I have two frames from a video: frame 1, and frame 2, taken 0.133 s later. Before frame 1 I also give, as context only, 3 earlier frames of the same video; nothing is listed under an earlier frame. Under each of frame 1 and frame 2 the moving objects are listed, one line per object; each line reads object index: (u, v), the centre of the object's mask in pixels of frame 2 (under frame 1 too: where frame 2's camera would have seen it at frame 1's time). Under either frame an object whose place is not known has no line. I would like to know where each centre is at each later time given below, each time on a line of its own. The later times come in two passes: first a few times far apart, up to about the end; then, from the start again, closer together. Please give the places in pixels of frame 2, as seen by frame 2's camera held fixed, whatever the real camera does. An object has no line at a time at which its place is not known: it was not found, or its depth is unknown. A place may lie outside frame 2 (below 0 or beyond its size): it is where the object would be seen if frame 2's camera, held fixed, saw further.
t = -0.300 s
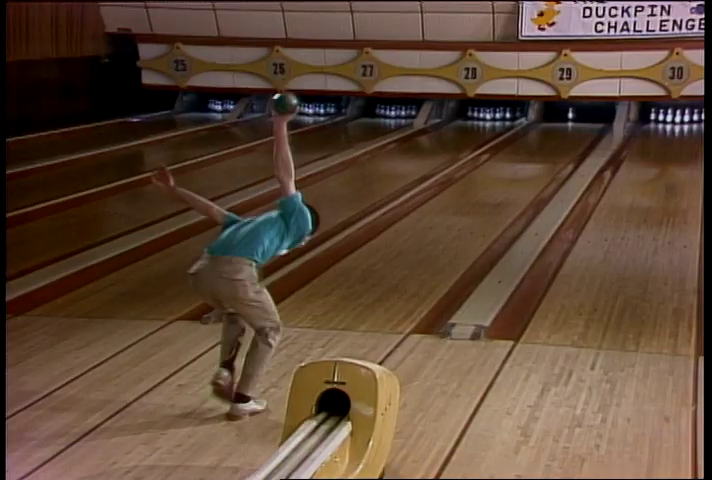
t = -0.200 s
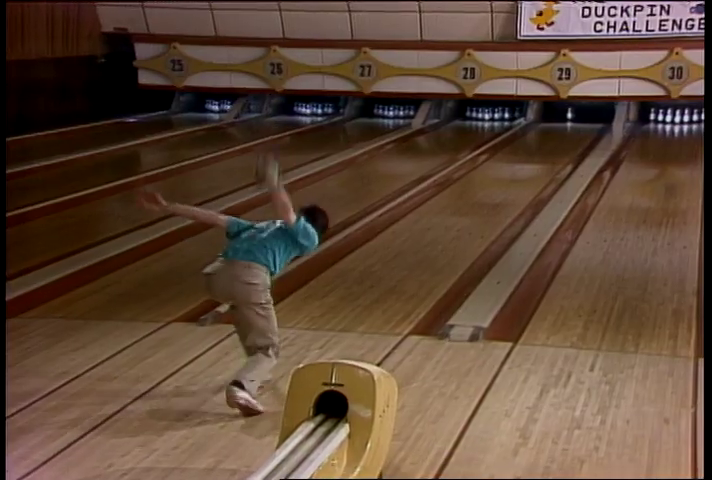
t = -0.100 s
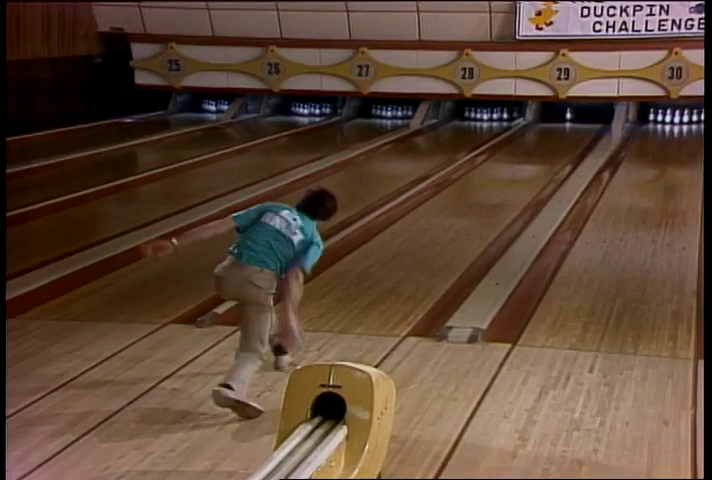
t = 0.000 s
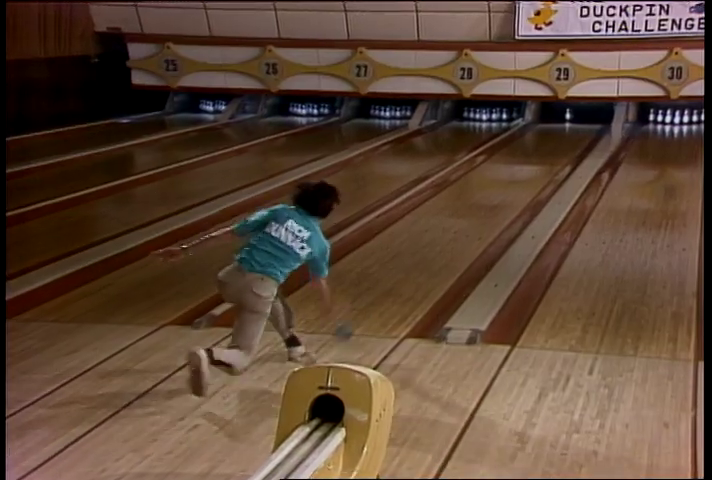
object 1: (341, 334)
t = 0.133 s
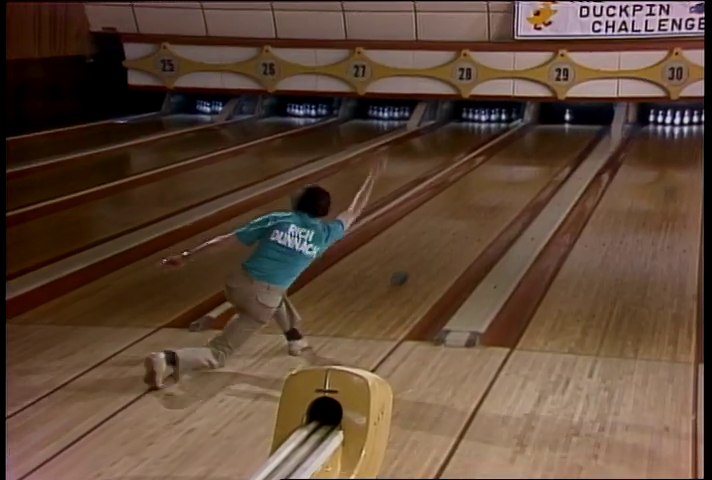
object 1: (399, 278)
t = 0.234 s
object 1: (431, 246)
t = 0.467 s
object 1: (482, 197)
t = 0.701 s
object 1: (516, 164)
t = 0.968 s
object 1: (546, 138)
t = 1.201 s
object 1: (565, 121)
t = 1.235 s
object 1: (567, 120)
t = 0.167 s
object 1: (410, 267)
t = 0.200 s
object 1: (421, 255)
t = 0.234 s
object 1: (431, 246)
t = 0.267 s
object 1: (440, 237)
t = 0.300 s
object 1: (448, 229)
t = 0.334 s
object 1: (456, 222)
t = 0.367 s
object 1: (463, 215)
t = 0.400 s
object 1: (469, 208)
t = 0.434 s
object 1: (476, 202)
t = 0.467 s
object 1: (482, 197)
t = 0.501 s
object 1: (488, 190)
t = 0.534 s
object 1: (493, 186)
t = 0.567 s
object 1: (498, 181)
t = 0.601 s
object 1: (503, 176)
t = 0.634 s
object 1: (508, 172)
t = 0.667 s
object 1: (512, 168)
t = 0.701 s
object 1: (516, 164)
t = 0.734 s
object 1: (519, 160)
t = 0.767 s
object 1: (524, 157)
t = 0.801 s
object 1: (529, 152)
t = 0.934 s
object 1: (543, 141)
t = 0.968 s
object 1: (546, 138)
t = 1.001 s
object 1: (549, 135)
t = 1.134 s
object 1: (560, 126)
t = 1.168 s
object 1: (562, 123)
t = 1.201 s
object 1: (565, 121)
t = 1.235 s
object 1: (567, 120)
